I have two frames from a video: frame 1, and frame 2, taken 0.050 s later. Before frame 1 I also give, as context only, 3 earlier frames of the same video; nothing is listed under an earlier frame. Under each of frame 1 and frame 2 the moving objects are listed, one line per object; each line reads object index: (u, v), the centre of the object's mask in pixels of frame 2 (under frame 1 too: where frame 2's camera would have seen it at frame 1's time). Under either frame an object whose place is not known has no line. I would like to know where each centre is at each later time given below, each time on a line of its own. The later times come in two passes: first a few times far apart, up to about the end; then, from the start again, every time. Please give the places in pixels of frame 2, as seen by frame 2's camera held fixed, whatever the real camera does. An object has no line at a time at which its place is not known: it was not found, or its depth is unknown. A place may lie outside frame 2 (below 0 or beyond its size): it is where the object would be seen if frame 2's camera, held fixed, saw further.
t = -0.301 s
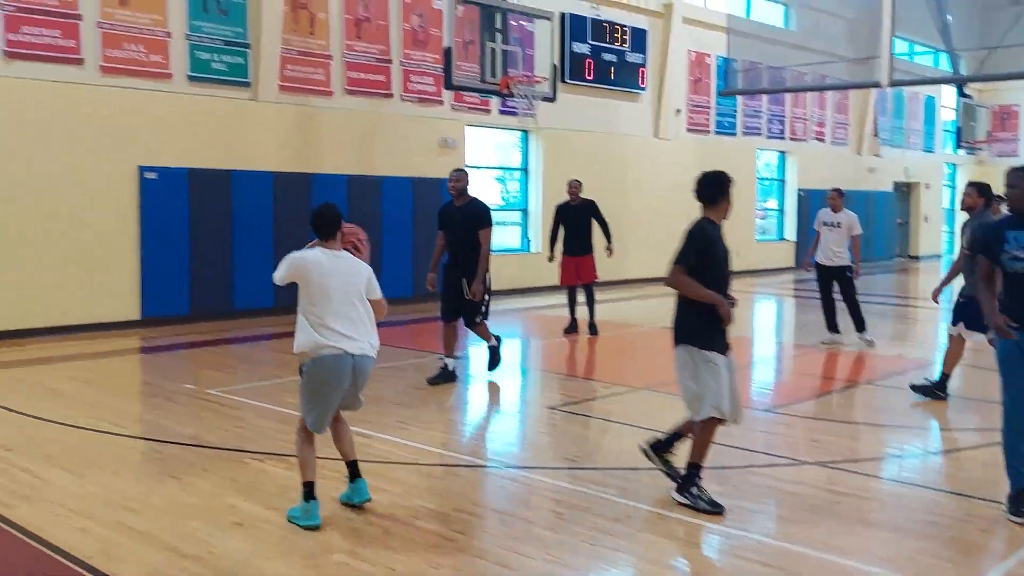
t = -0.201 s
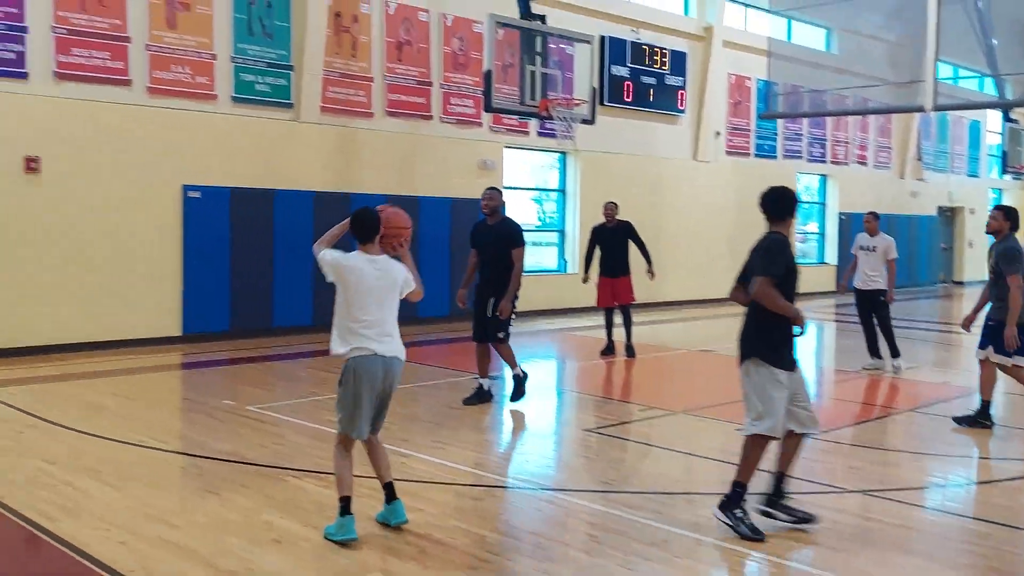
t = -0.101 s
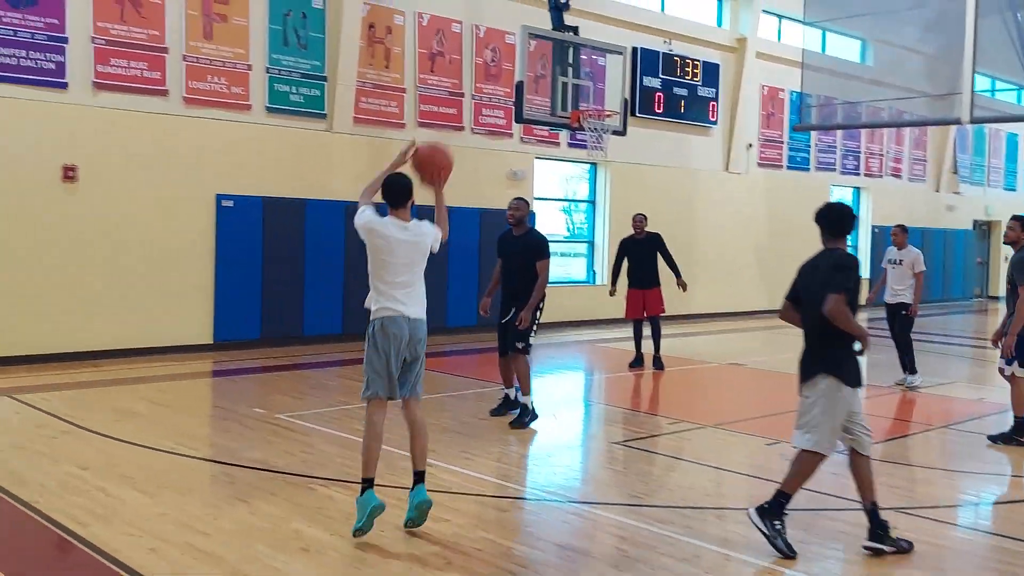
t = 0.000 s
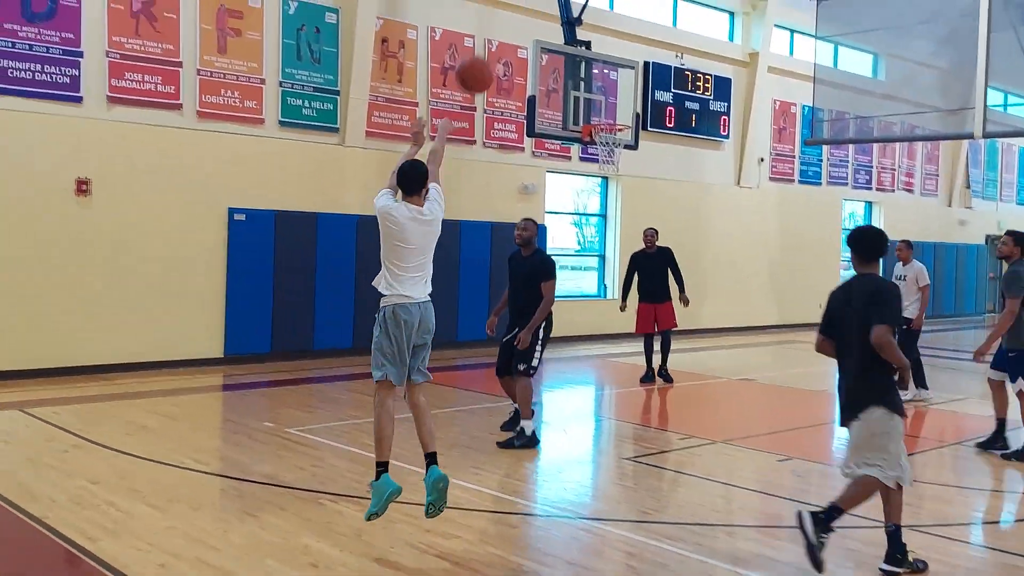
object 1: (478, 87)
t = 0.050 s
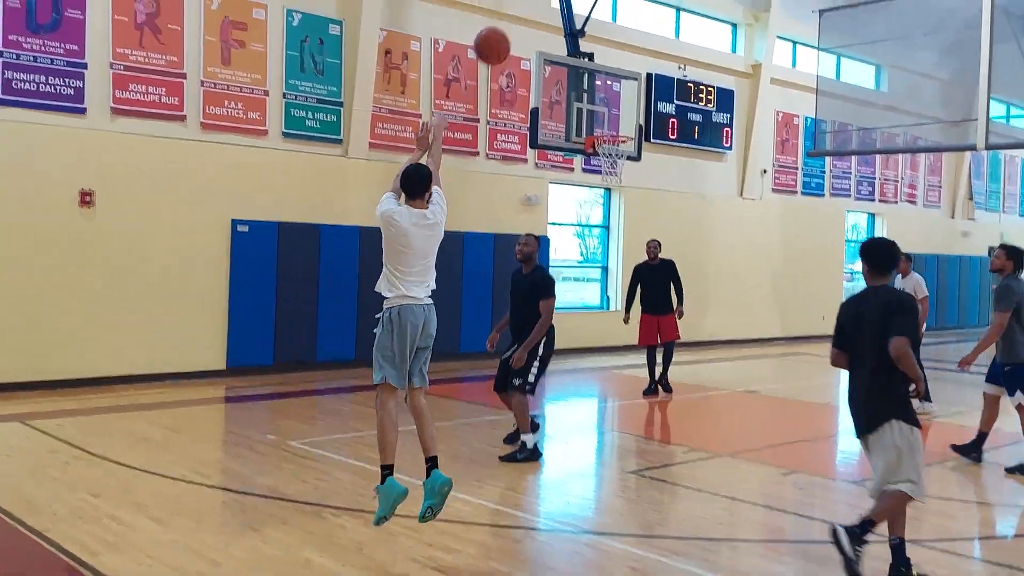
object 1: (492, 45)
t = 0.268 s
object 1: (539, -57)
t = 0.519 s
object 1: (580, -76)
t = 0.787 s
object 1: (607, -23)
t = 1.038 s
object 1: (623, 73)
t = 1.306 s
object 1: (617, 123)
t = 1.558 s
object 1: (650, 105)
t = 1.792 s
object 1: (684, 132)
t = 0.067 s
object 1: (496, 34)
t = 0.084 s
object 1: (500, 23)
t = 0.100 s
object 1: (504, 13)
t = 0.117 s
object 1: (509, 3)
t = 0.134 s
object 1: (513, -6)
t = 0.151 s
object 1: (516, -14)
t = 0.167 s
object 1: (520, -22)
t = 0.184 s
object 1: (524, -29)
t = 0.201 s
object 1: (527, -36)
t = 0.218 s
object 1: (530, -42)
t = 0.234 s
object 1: (533, -47)
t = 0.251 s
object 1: (536, -52)
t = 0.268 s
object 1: (539, -57)
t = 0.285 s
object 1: (543, -61)
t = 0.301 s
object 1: (546, -64)
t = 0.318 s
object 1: (548, -68)
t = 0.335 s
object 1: (551, -71)
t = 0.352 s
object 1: (554, -73)
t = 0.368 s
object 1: (557, -75)
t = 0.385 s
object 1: (560, -76)
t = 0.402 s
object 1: (563, -77)
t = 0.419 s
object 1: (565, -78)
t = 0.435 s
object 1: (567, -78)
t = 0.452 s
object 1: (570, -79)
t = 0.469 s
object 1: (573, -78)
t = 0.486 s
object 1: (575, -78)
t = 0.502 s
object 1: (577, -77)
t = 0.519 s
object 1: (580, -76)
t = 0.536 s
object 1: (582, -75)
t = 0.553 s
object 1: (584, -73)
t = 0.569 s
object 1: (586, -71)
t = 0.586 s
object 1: (588, -69)
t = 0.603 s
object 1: (591, -67)
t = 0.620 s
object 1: (592, -64)
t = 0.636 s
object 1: (594, -61)
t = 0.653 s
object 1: (595, -57)
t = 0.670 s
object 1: (597, -54)
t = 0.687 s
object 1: (599, -50)
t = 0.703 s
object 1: (600, -46)
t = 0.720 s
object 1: (602, -42)
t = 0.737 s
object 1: (603, -37)
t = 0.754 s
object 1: (605, -33)
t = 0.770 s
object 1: (606, -28)
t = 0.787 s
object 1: (607, -23)
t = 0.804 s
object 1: (609, -18)
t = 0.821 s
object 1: (609, -12)
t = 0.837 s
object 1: (611, -7)
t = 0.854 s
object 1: (612, -1)
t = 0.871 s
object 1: (613, 5)
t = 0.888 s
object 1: (614, 11)
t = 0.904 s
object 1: (615, 18)
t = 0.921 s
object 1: (616, 24)
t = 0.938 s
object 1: (617, 31)
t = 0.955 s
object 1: (618, 37)
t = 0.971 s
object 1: (619, 44)
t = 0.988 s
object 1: (620, 51)
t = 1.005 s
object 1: (621, 58)
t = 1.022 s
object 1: (622, 66)
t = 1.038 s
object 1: (623, 73)
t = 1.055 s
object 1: (624, 80)
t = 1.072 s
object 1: (624, 88)
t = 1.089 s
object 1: (625, 96)
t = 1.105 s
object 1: (625, 104)
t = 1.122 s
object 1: (626, 112)
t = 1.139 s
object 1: (626, 120)
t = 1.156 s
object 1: (627, 128)
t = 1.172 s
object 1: (626, 131)
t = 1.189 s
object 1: (626, 131)
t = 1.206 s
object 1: (625, 130)
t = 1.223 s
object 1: (624, 130)
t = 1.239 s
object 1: (622, 129)
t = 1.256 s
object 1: (621, 128)
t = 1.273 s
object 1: (620, 126)
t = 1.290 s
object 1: (618, 124)
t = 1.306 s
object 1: (617, 123)
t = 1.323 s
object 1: (616, 121)
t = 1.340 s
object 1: (615, 119)
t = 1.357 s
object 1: (618, 117)
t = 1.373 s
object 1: (620, 115)
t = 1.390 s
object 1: (623, 112)
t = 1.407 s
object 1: (627, 111)
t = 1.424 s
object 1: (629, 110)
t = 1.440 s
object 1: (632, 108)
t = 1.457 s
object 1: (634, 107)
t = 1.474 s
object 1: (636, 106)
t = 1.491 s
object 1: (639, 106)
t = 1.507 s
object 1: (642, 105)
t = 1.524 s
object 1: (644, 105)
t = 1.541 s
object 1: (647, 105)
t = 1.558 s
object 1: (650, 105)
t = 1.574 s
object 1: (652, 105)
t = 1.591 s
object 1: (654, 106)
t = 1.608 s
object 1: (656, 107)
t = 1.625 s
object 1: (659, 108)
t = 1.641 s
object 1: (661, 110)
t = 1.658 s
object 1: (663, 111)
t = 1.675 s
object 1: (666, 113)
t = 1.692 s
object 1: (669, 116)
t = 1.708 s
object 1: (671, 118)
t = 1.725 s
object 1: (674, 120)
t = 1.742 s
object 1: (676, 123)
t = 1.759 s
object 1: (678, 126)
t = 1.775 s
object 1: (681, 129)
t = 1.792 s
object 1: (684, 132)
